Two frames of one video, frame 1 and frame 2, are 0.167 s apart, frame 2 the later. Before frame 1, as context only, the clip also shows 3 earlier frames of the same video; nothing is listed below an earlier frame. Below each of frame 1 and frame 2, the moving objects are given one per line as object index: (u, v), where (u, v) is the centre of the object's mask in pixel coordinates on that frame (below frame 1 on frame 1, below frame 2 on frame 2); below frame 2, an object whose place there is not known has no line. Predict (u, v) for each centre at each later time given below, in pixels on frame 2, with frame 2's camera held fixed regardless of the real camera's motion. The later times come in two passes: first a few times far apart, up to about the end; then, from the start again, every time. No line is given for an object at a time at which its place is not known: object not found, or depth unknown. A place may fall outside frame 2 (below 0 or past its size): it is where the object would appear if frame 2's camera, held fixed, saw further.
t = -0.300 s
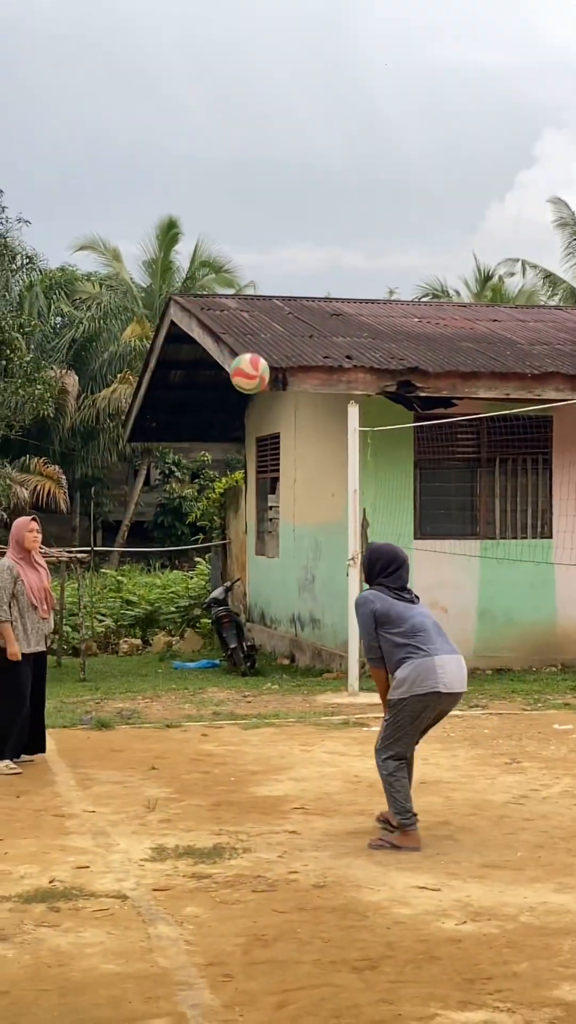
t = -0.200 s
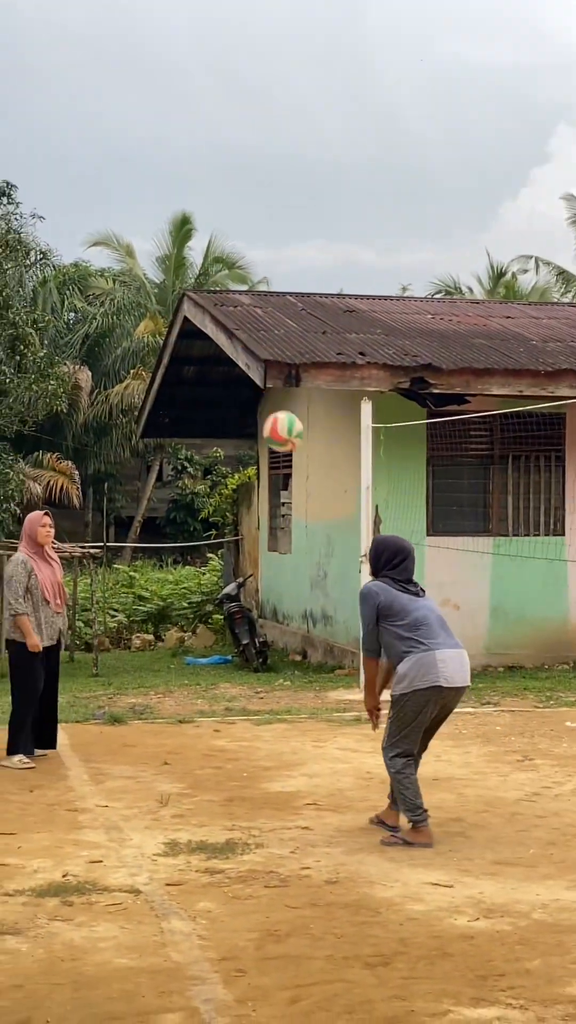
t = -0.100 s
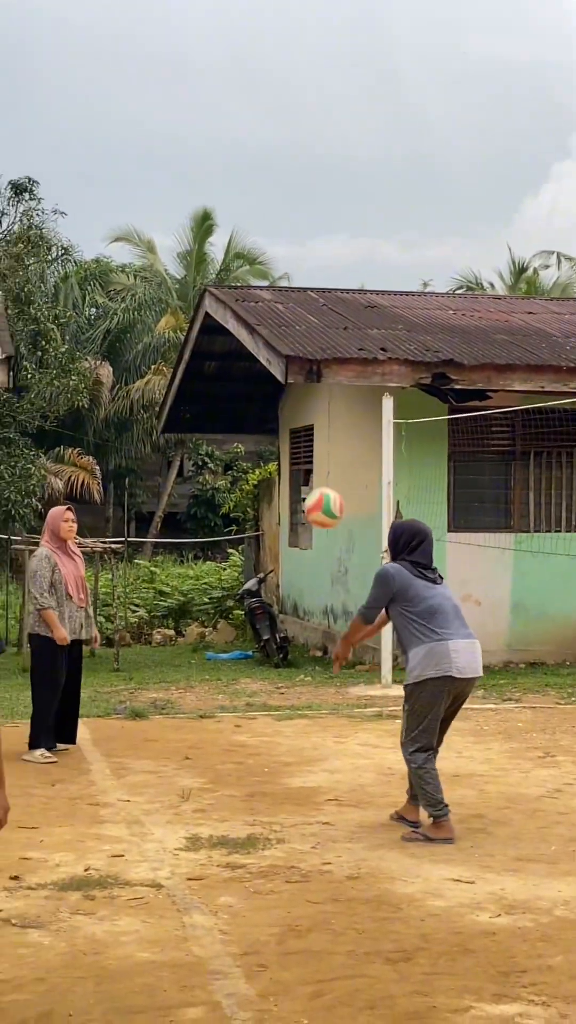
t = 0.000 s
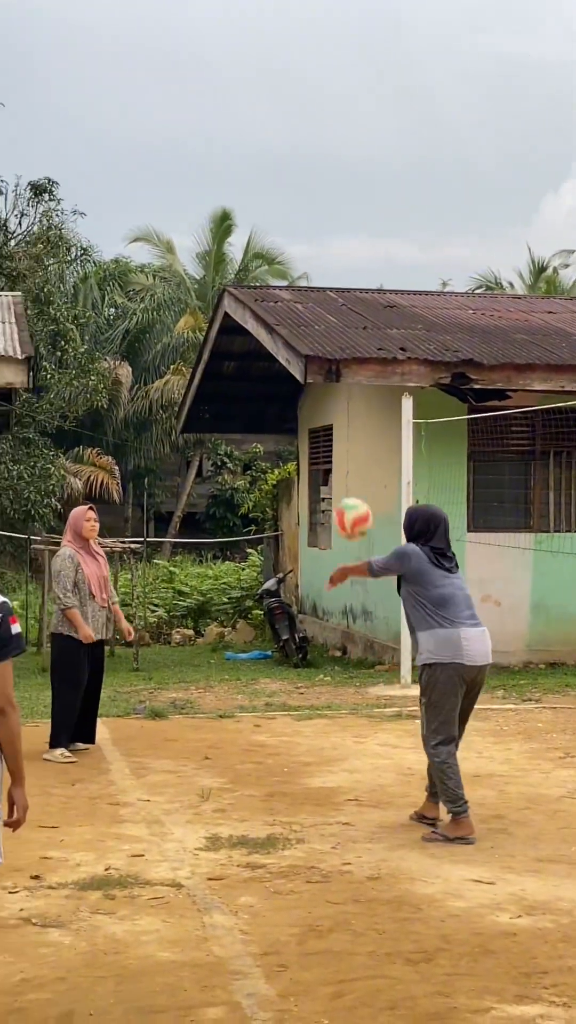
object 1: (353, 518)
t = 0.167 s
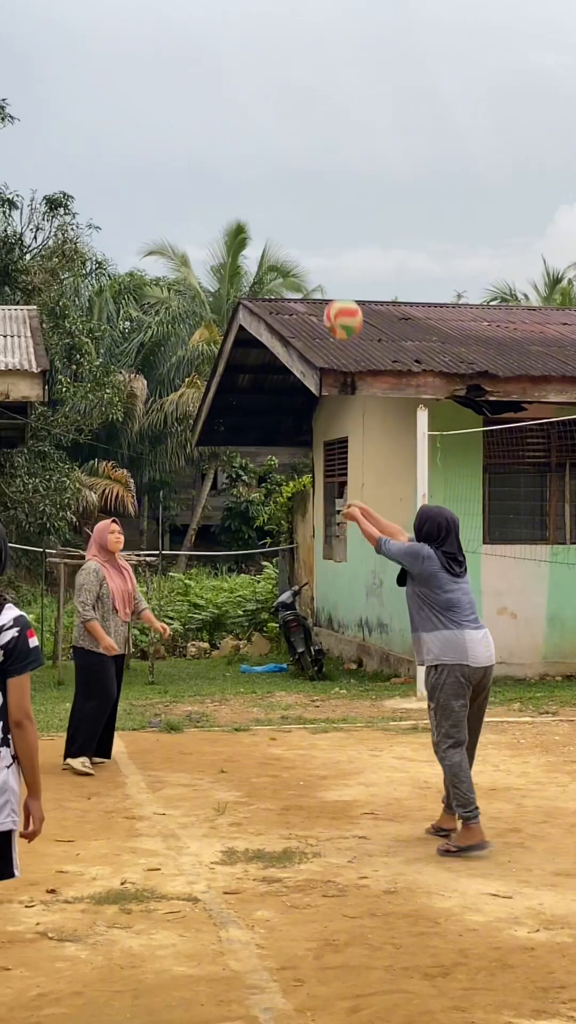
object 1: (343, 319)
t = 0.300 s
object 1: (324, 197)
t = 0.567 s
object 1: (286, 63)
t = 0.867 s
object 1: (250, 68)
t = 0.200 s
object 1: (339, 285)
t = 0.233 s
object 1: (333, 253)
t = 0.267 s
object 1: (329, 224)
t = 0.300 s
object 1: (324, 197)
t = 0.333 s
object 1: (319, 173)
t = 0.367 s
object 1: (314, 150)
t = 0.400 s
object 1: (309, 130)
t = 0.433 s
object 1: (304, 113)
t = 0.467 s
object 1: (299, 97)
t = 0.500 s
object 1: (295, 84)
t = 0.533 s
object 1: (290, 73)
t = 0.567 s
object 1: (286, 63)
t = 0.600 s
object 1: (281, 56)
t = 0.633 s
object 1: (277, 52)
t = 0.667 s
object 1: (273, 49)
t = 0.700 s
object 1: (269, 47)
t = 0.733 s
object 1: (265, 48)
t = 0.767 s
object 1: (262, 50)
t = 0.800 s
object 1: (258, 55)
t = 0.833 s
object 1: (254, 60)
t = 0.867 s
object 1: (250, 68)
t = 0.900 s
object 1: (246, 79)
